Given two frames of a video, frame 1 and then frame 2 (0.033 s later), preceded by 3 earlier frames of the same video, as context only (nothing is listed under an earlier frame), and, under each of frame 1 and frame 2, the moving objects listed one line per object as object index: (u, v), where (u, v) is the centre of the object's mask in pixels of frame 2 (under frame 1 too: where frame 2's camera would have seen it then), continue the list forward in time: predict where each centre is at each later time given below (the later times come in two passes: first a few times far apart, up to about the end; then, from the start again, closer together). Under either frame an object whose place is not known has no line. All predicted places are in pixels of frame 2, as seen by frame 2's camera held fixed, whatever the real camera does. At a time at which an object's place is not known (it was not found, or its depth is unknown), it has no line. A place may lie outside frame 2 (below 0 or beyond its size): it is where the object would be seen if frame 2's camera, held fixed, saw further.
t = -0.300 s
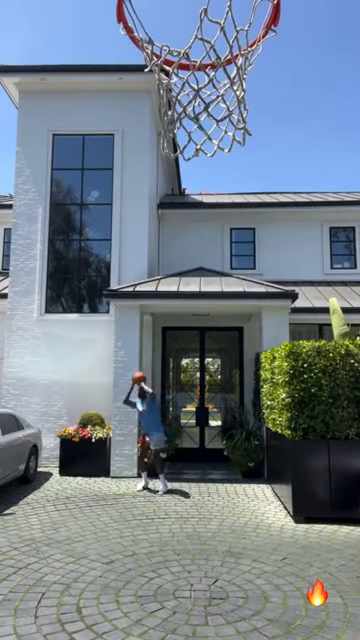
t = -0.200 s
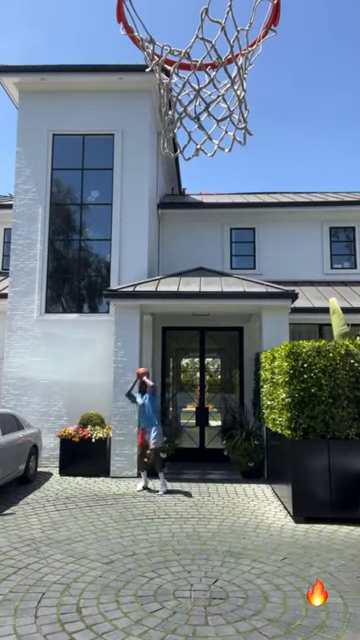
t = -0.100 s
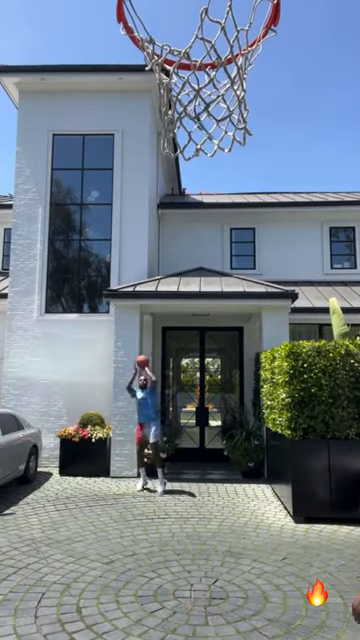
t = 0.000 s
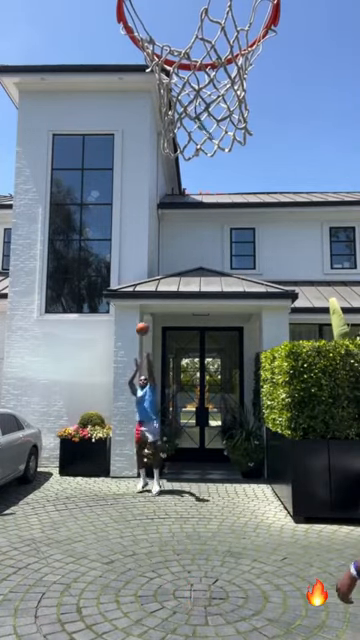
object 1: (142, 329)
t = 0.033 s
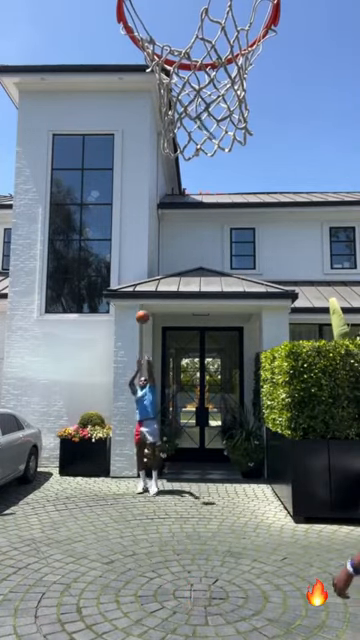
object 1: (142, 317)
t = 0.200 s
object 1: (144, 257)
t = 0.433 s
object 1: (148, 178)
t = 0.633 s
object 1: (149, 114)
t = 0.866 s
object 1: (159, 34)
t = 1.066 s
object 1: (163, 8)
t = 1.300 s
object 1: (225, 77)
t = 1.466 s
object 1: (263, 282)
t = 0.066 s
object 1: (142, 304)
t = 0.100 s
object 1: (143, 293)
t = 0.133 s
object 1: (143, 281)
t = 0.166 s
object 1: (143, 269)
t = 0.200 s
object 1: (144, 257)
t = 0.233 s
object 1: (144, 246)
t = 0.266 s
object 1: (145, 234)
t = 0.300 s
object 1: (145, 223)
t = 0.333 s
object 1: (145, 212)
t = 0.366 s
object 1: (146, 201)
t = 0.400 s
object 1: (147, 189)
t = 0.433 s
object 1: (148, 178)
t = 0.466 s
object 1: (148, 167)
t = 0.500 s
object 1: (148, 157)
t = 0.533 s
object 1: (149, 145)
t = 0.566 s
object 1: (149, 135)
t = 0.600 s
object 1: (150, 124)
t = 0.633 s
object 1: (149, 114)
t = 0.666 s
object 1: (149, 103)
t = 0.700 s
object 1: (149, 93)
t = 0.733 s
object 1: (148, 83)
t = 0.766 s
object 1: (147, 77)
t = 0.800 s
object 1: (146, 67)
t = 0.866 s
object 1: (159, 34)
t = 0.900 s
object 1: (158, 29)
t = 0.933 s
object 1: (158, 24)
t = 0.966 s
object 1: (158, 18)
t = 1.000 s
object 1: (160, 14)
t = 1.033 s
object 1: (161, 11)
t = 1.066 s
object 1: (163, 8)
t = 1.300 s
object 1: (225, 77)
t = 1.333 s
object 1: (236, 125)
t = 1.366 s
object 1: (243, 165)
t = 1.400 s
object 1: (249, 204)
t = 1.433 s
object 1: (256, 243)
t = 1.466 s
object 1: (263, 282)
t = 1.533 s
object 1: (275, 366)
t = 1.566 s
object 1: (280, 407)
